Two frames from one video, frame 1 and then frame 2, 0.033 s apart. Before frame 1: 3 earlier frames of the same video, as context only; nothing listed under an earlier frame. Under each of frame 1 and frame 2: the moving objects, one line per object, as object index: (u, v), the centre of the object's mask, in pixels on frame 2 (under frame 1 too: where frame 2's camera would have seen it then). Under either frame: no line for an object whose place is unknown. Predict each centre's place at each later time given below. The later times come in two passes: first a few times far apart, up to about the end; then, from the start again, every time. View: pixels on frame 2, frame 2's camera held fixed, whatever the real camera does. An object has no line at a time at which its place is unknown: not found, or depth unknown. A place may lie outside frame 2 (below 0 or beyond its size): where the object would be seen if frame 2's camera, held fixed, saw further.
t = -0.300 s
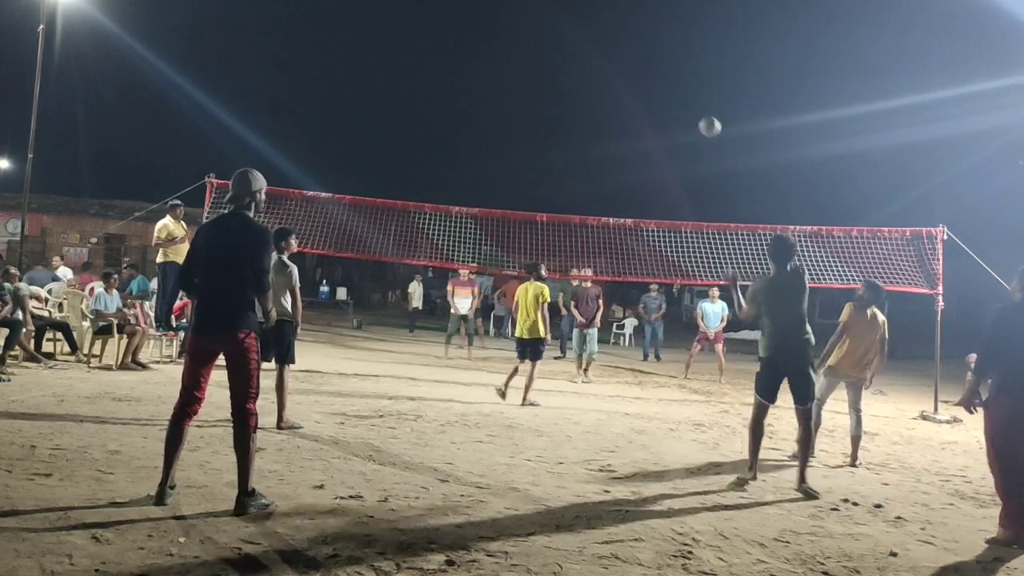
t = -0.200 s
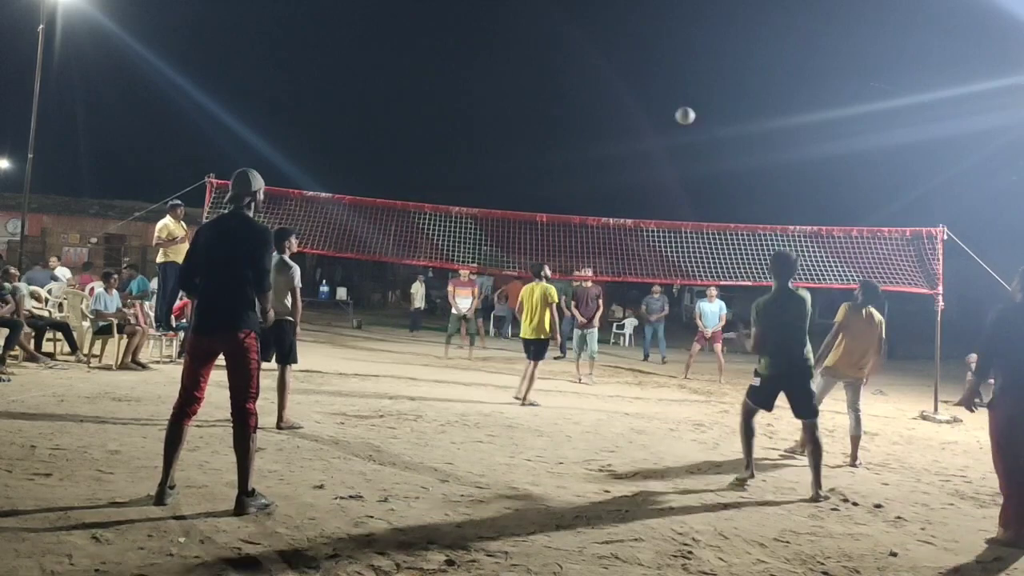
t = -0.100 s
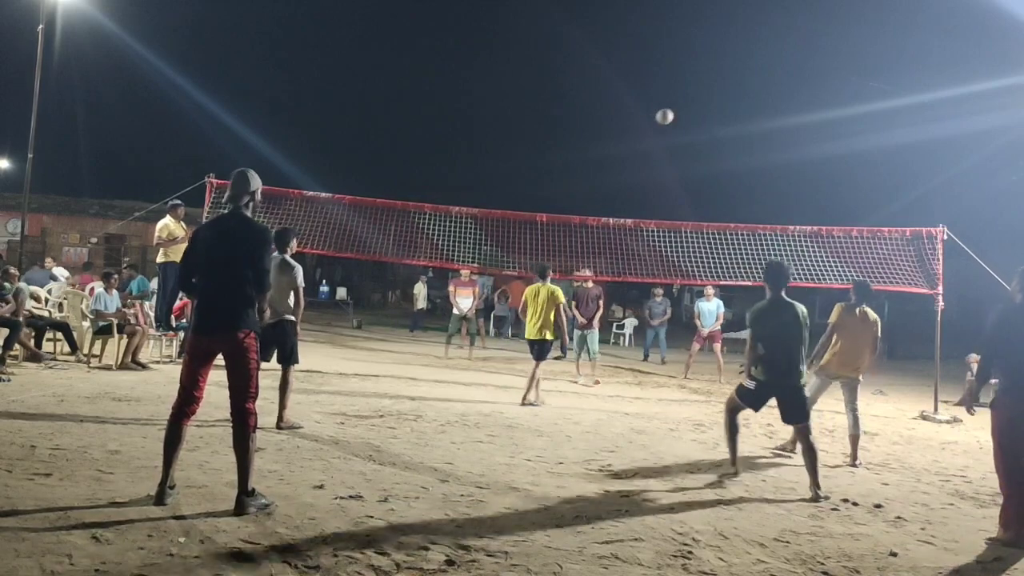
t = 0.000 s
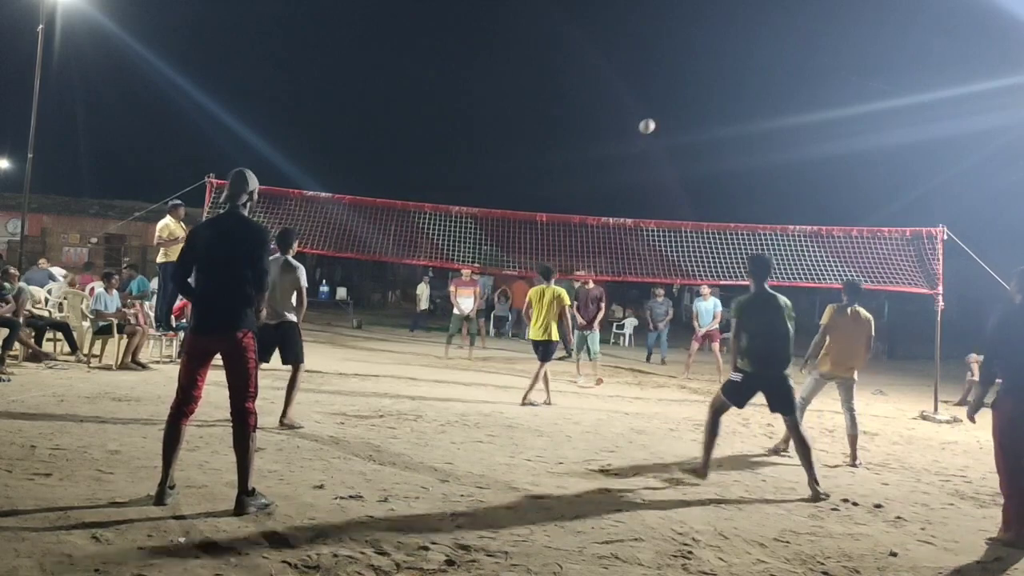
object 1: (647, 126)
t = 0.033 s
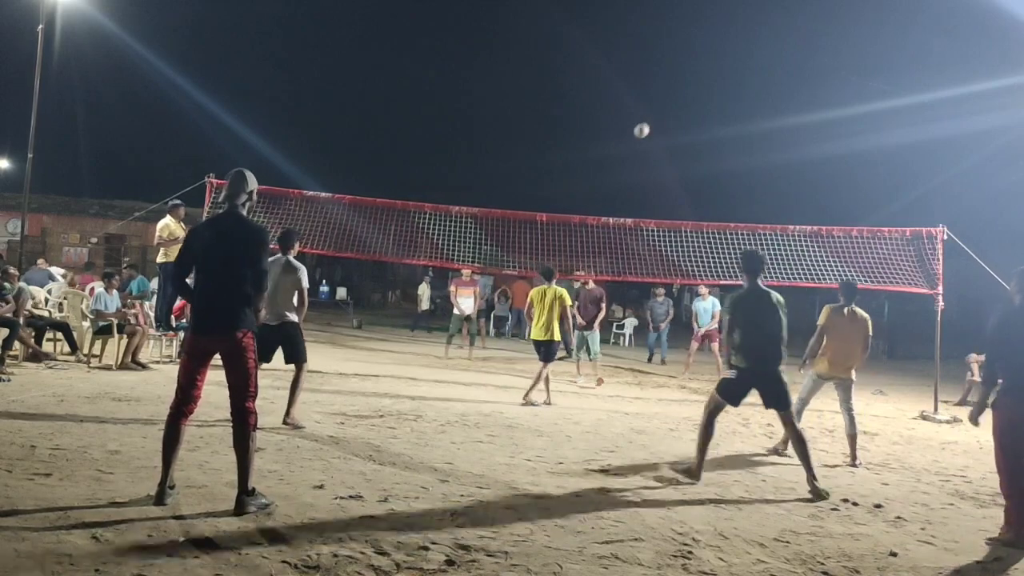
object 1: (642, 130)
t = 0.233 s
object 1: (613, 170)
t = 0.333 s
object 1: (601, 196)
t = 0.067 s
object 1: (636, 136)
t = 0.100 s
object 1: (631, 141)
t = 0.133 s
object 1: (626, 148)
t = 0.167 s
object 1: (622, 155)
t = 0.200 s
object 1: (617, 162)
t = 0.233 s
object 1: (613, 170)
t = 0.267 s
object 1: (609, 178)
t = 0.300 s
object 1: (605, 187)
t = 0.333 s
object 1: (601, 196)
